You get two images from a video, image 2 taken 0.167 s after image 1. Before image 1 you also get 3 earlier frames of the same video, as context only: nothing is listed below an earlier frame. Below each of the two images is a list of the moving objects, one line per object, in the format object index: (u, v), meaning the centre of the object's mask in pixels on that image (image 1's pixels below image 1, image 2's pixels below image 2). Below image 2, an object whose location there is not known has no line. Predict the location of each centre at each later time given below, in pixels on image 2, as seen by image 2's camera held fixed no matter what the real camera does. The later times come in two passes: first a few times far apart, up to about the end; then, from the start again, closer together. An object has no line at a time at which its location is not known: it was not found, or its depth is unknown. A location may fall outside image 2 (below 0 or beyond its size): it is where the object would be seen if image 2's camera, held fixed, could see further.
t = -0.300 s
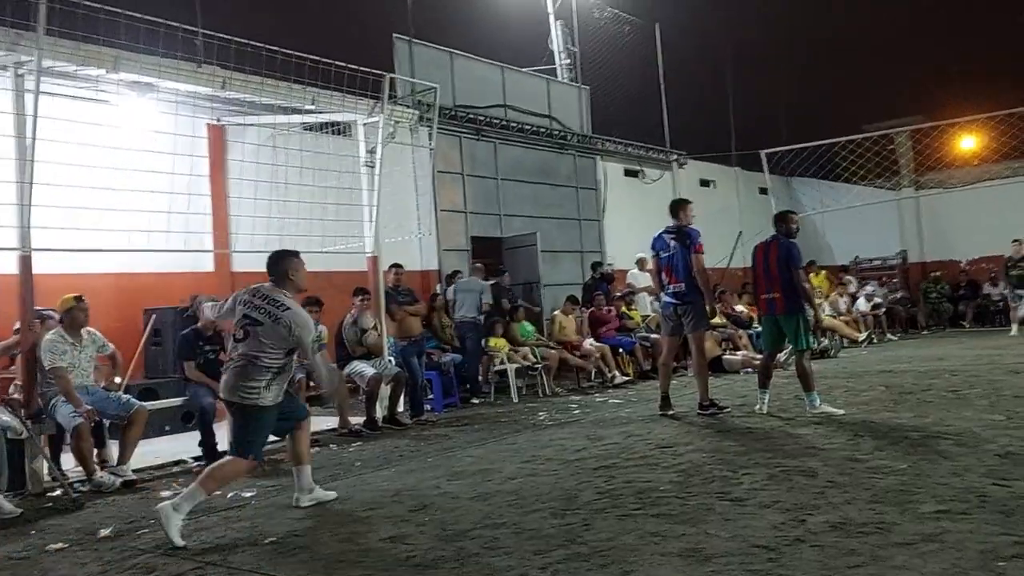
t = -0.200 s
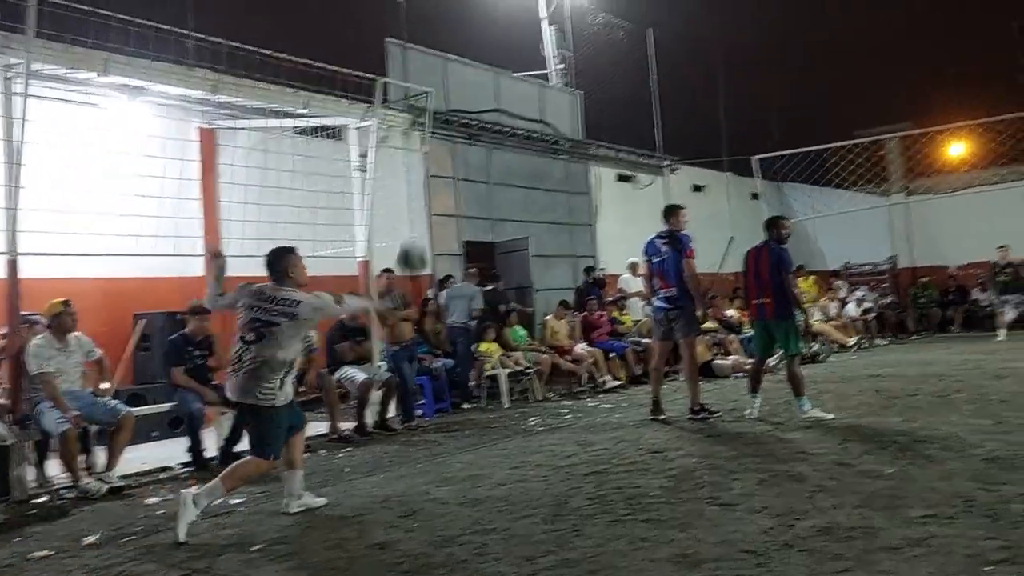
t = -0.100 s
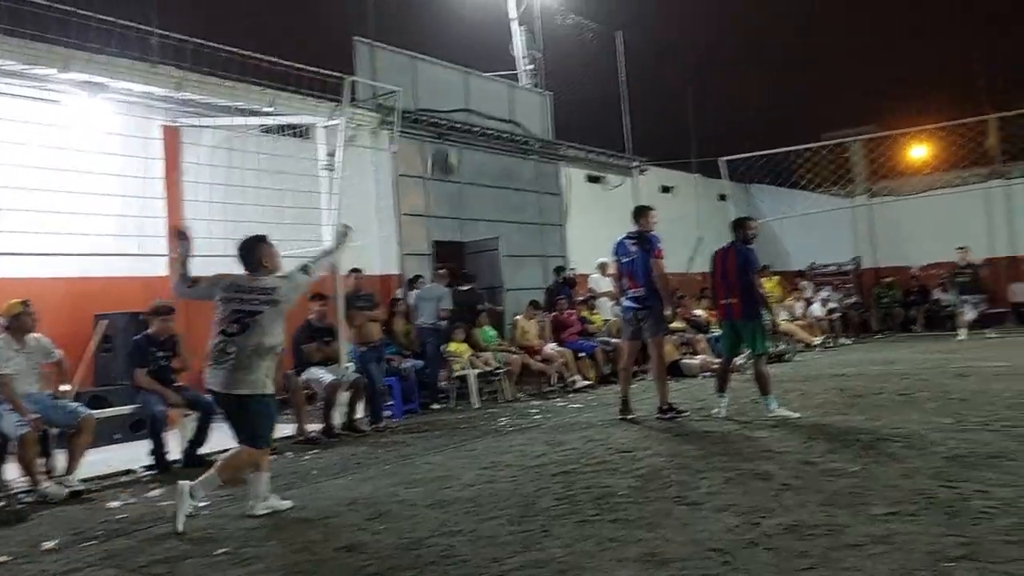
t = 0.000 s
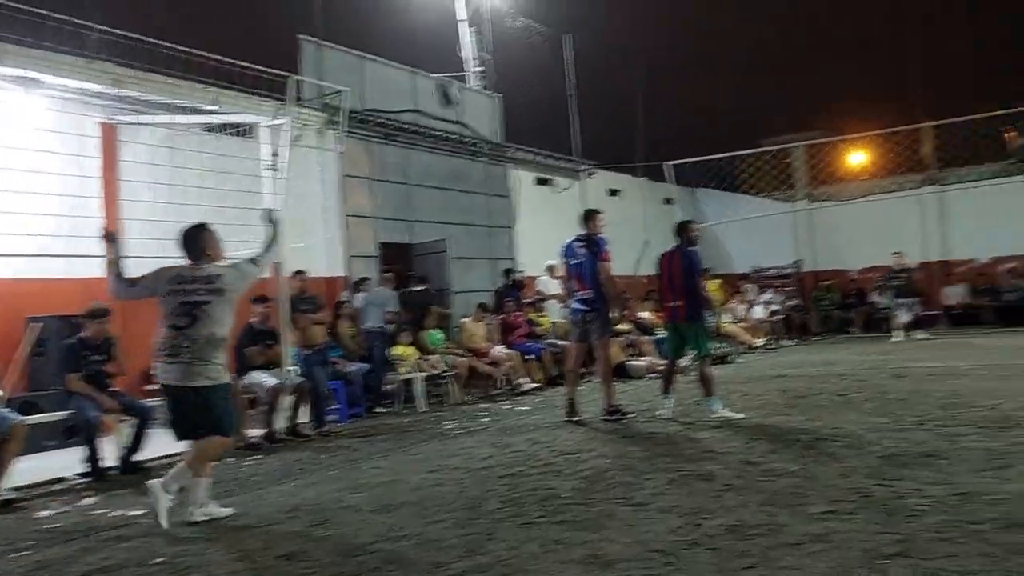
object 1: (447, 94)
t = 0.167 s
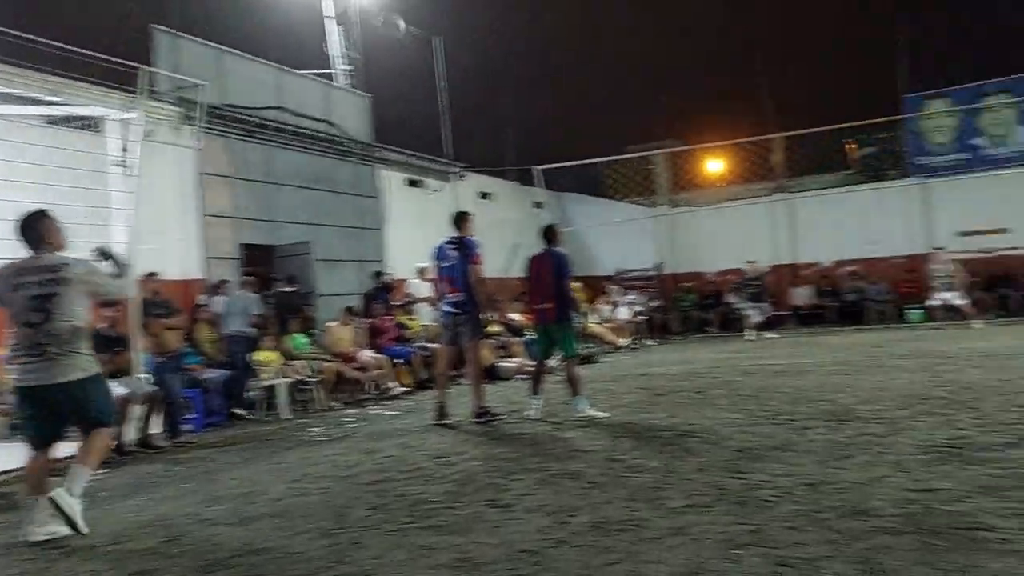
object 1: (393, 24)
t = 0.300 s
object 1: (441, 10)
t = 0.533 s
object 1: (511, 22)
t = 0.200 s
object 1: (406, 19)
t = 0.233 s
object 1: (417, 14)
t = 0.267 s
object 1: (429, 11)
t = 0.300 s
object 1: (441, 10)
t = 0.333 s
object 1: (452, 9)
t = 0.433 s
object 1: (483, 12)
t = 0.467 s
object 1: (492, 14)
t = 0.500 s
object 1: (502, 17)
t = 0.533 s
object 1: (511, 22)
